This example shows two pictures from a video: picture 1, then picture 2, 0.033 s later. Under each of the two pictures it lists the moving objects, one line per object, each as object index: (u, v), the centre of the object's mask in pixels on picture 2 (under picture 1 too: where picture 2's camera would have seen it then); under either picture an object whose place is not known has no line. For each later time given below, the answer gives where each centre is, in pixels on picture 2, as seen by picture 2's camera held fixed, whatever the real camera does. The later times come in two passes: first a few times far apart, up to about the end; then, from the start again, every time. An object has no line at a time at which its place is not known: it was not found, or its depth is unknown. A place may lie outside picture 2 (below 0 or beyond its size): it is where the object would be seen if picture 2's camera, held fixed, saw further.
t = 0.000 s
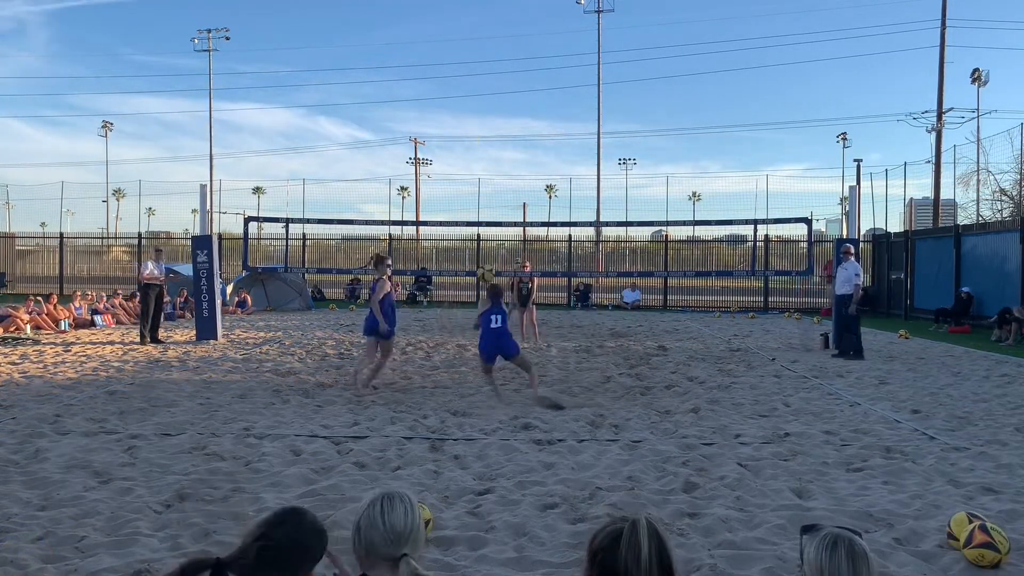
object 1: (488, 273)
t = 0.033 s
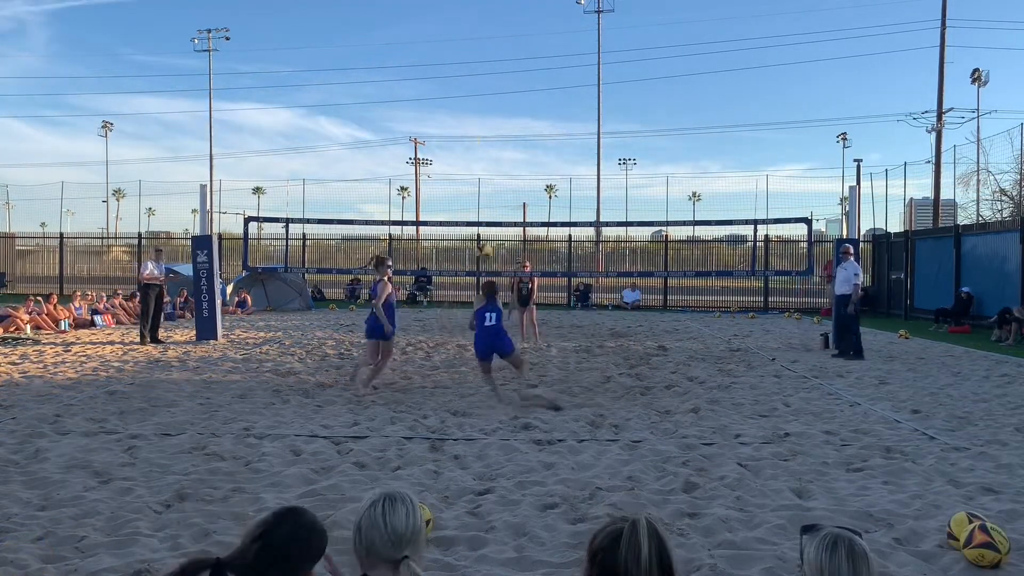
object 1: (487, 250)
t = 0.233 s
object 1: (472, 152)
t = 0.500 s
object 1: (460, 82)
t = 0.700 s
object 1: (453, 70)
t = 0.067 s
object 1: (481, 232)
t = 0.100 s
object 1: (481, 213)
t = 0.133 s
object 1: (477, 196)
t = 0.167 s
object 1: (477, 180)
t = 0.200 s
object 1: (476, 165)
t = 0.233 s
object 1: (472, 152)
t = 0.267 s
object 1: (470, 139)
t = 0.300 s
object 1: (470, 128)
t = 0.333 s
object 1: (468, 118)
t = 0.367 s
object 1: (466, 109)
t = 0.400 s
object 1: (465, 101)
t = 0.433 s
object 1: (463, 94)
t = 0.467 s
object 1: (462, 88)
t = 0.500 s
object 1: (460, 82)
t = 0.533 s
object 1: (459, 78)
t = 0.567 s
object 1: (458, 75)
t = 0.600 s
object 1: (457, 72)
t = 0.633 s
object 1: (455, 71)
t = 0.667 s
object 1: (454, 70)
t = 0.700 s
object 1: (453, 70)
